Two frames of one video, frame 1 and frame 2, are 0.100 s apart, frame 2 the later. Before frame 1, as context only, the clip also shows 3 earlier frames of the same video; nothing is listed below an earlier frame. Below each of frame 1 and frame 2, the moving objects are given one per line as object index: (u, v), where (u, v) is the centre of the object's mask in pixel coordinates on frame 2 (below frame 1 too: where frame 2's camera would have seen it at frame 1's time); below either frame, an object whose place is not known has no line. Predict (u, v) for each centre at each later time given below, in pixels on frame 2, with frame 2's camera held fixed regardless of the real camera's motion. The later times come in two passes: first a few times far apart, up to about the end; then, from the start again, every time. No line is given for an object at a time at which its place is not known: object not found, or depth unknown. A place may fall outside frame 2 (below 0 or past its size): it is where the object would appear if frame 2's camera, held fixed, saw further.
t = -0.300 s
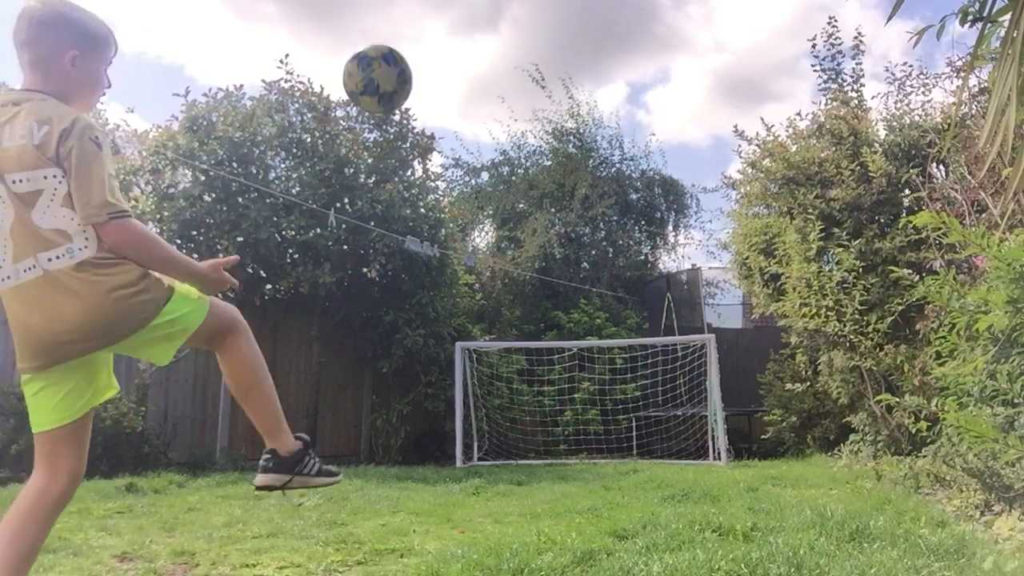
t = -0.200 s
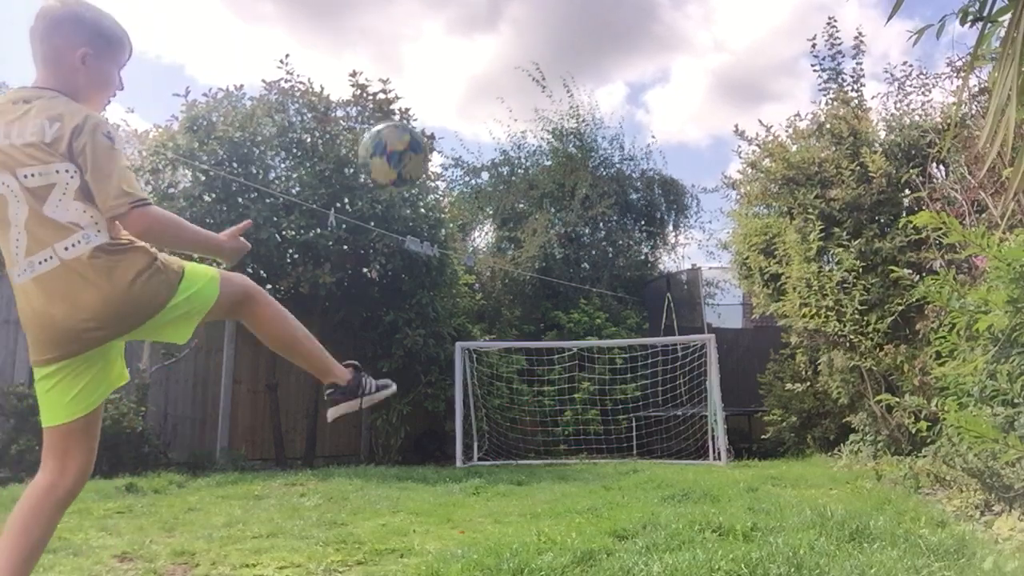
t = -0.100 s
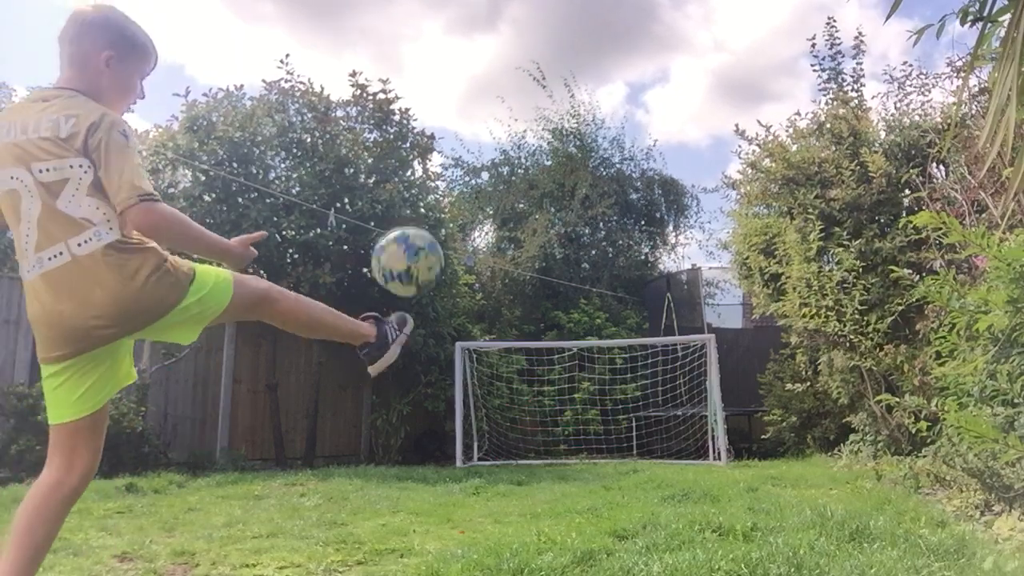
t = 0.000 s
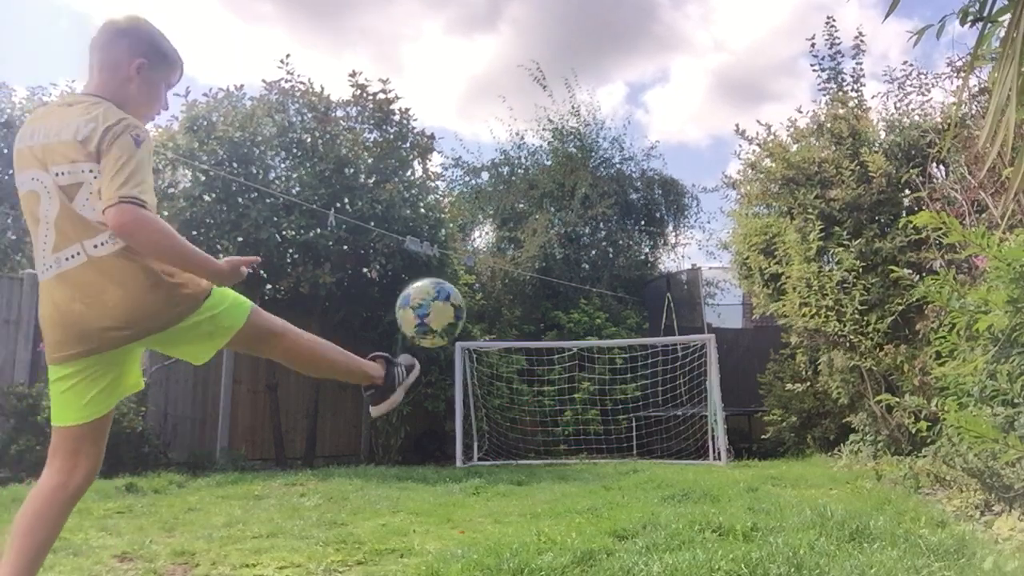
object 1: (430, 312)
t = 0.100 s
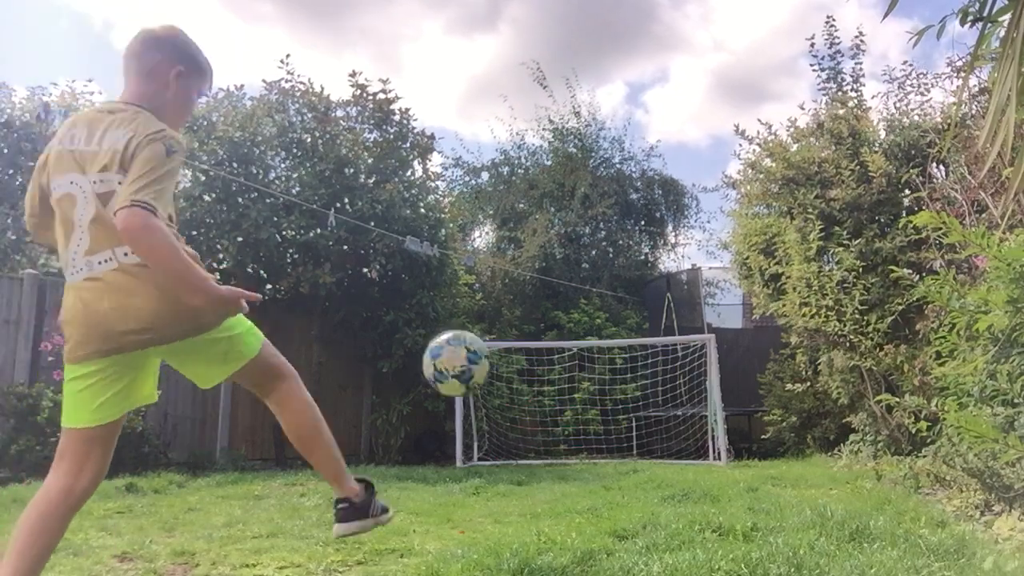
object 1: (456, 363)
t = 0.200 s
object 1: (480, 437)
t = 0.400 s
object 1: (520, 486)
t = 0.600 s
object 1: (552, 493)
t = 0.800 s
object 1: (581, 513)
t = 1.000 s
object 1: (605, 517)
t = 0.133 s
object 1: (464, 385)
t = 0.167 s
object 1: (472, 411)
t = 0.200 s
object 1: (480, 437)
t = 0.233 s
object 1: (488, 468)
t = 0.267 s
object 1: (495, 502)
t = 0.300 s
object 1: (502, 522)
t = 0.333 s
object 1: (508, 510)
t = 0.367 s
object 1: (515, 496)
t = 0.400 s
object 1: (520, 486)
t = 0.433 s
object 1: (526, 479)
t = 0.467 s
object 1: (531, 476)
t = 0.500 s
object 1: (536, 475)
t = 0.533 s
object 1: (542, 478)
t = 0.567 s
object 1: (547, 484)
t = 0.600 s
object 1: (552, 493)
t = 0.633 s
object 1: (557, 505)
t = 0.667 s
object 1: (561, 517)
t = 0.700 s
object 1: (566, 519)
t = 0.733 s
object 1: (572, 515)
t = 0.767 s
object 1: (576, 513)
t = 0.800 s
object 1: (581, 513)
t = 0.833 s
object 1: (586, 516)
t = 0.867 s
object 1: (590, 517)
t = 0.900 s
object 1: (595, 517)
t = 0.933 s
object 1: (599, 516)
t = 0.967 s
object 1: (602, 517)
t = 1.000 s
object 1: (605, 517)
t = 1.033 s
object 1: (608, 518)
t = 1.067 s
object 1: (611, 518)
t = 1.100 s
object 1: (614, 518)
